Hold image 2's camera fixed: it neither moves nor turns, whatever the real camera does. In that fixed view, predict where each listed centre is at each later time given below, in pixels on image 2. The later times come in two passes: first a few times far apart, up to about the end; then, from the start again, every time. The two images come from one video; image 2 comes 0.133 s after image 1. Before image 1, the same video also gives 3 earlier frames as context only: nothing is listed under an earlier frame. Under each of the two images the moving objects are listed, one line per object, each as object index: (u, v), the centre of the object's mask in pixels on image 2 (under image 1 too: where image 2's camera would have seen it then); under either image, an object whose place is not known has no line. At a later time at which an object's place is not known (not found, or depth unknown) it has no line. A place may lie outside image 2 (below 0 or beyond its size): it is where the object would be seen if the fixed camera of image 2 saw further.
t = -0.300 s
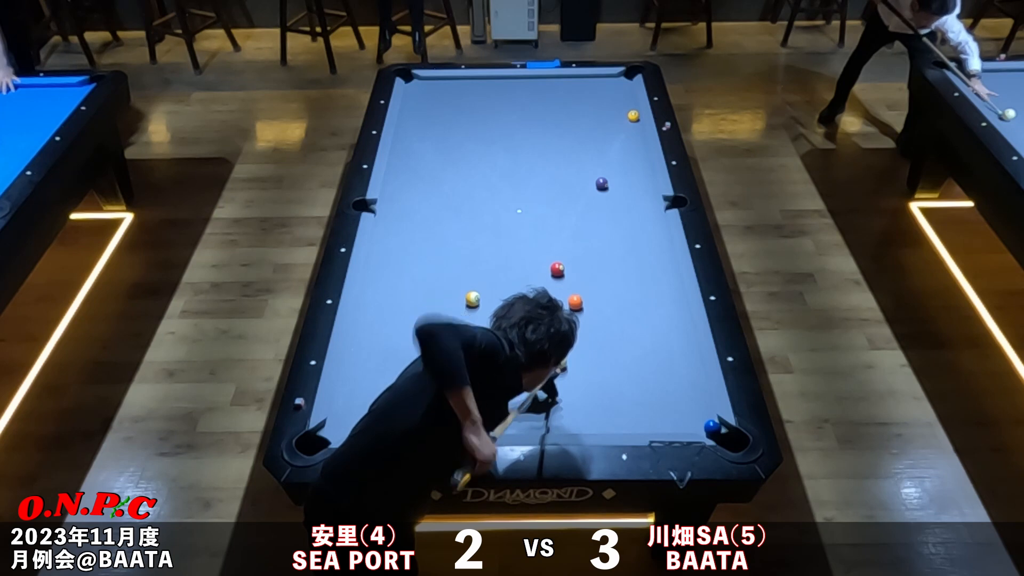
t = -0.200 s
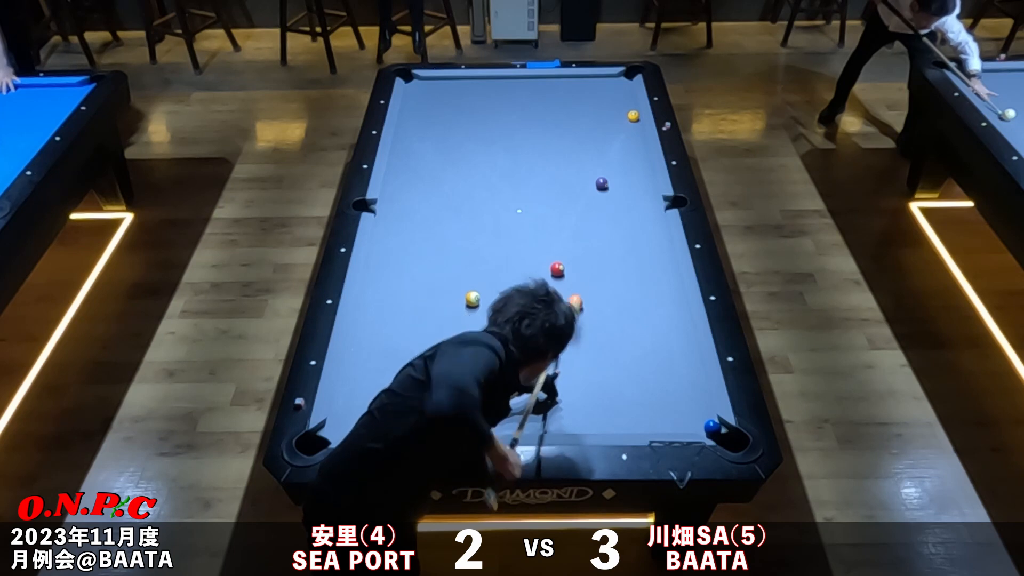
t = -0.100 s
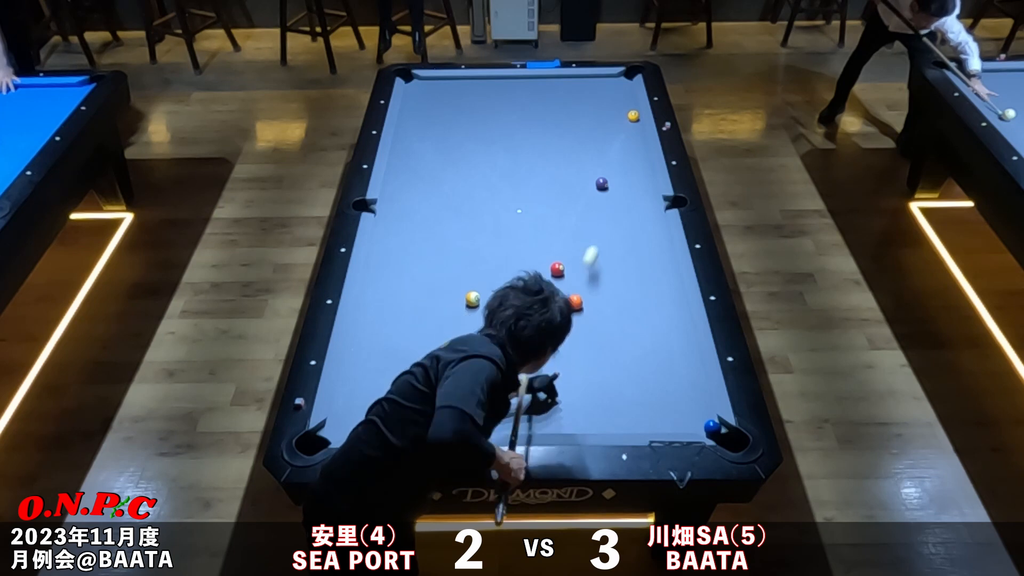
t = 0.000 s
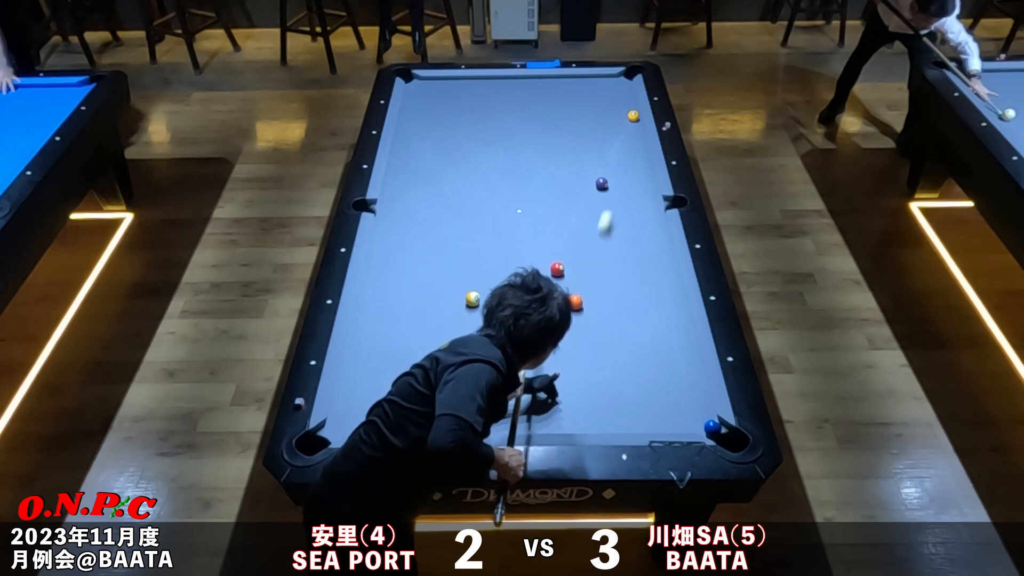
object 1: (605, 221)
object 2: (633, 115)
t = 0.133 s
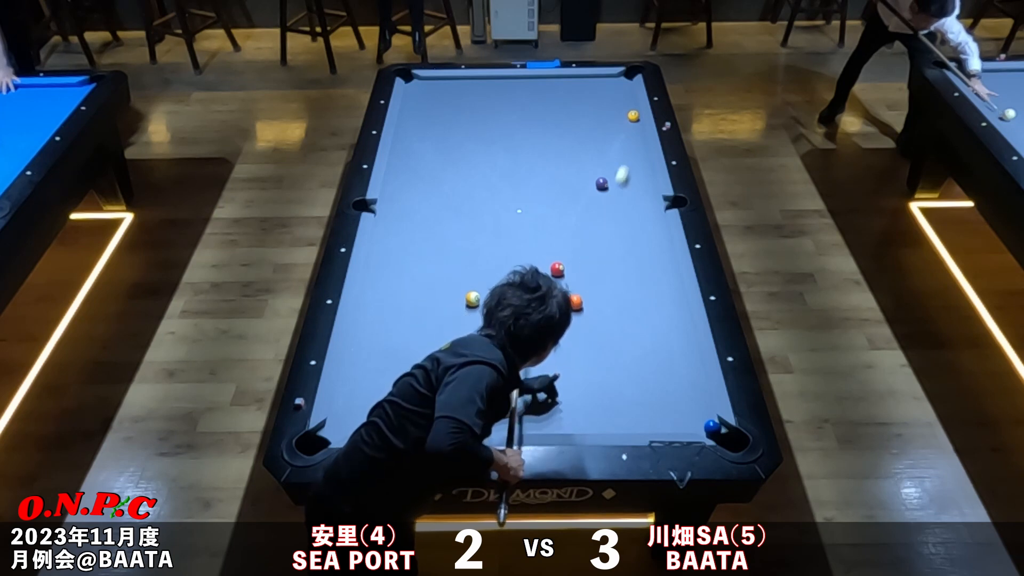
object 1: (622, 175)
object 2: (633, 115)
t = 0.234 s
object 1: (632, 146)
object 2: (633, 115)
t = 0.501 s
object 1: (612, 117)
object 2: (629, 94)
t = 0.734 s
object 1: (586, 106)
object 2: (623, 76)
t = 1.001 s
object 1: (559, 94)
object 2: (626, 76)
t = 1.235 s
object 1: (537, 84)
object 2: (623, 75)
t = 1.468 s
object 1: (517, 80)
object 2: (625, 76)
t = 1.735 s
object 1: (498, 86)
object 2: (626, 77)
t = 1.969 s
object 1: (481, 92)
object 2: (626, 77)
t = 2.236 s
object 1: (462, 98)
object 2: (626, 77)
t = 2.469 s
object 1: (447, 103)
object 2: (626, 77)
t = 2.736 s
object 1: (430, 109)
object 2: (626, 77)
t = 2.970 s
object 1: (415, 114)
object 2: (626, 77)
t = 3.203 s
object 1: (402, 118)
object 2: (626, 77)
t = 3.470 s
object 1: (409, 122)
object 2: (627, 77)
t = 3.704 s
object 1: (415, 124)
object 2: (627, 77)
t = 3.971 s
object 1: (421, 127)
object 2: (627, 77)
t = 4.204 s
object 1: (426, 129)
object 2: (626, 77)
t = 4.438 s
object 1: (430, 130)
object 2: (627, 77)
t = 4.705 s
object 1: (433, 132)
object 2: (627, 77)
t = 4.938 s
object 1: (436, 133)
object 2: (627, 77)
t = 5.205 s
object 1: (438, 134)
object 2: (627, 77)
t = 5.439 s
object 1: (439, 134)
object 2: (627, 77)
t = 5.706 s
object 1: (439, 135)
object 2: (627, 77)
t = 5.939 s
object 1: (439, 135)
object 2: (627, 77)
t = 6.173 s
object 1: (439, 135)
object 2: (627, 76)
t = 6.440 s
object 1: (439, 135)
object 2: (627, 76)
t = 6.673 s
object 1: (439, 135)
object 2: (627, 76)
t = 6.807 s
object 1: (439, 135)
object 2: (627, 76)
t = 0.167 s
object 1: (626, 164)
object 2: (633, 115)
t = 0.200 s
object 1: (629, 156)
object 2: (633, 115)
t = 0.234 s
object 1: (632, 146)
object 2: (633, 115)
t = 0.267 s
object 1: (635, 138)
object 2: (633, 115)
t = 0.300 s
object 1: (638, 130)
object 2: (633, 115)
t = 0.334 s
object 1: (635, 124)
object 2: (633, 114)
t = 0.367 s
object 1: (630, 121)
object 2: (634, 111)
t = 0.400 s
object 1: (625, 121)
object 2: (633, 106)
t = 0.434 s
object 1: (620, 120)
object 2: (633, 102)
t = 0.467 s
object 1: (616, 119)
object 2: (631, 98)
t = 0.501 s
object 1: (612, 117)
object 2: (629, 94)
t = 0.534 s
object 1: (608, 116)
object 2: (628, 91)
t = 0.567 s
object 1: (604, 114)
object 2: (626, 87)
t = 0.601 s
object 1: (600, 112)
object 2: (625, 84)
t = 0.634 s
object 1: (597, 111)
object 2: (624, 82)
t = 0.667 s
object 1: (593, 109)
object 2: (622, 78)
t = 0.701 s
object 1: (590, 107)
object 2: (621, 76)
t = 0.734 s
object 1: (586, 106)
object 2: (623, 76)
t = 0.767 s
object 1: (582, 104)
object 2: (626, 76)
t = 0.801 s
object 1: (579, 103)
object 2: (629, 77)
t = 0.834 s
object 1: (575, 101)
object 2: (630, 77)
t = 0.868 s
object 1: (572, 100)
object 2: (629, 77)
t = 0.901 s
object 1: (568, 98)
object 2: (629, 77)
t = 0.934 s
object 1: (565, 97)
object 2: (628, 76)
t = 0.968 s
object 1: (562, 95)
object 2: (627, 76)
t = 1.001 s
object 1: (559, 94)
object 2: (626, 76)
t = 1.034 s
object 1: (555, 92)
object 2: (625, 76)
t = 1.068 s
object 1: (552, 91)
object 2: (624, 75)
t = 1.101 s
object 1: (549, 89)
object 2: (623, 75)
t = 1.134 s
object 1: (546, 88)
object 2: (622, 75)
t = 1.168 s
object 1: (543, 86)
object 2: (623, 75)
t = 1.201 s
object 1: (540, 85)
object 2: (623, 75)
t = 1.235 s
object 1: (537, 84)
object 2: (623, 75)
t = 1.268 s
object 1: (534, 82)
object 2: (623, 75)
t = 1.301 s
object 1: (531, 81)
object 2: (623, 75)
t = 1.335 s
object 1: (528, 80)
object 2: (624, 76)
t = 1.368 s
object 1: (525, 79)
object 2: (624, 76)
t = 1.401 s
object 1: (522, 78)
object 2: (624, 76)
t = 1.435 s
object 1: (519, 79)
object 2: (624, 76)
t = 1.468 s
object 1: (517, 80)
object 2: (625, 76)
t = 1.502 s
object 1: (514, 80)
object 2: (625, 76)
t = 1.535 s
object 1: (512, 81)
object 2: (625, 76)
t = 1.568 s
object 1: (510, 82)
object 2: (625, 76)
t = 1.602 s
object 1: (507, 83)
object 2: (625, 76)
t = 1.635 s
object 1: (505, 84)
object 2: (625, 76)
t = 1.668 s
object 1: (502, 85)
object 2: (625, 76)
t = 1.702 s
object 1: (500, 85)
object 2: (626, 76)
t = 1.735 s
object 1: (498, 86)
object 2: (626, 77)
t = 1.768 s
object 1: (495, 87)
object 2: (626, 77)
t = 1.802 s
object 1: (493, 88)
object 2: (626, 77)
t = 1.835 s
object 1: (490, 89)
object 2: (626, 77)
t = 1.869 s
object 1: (488, 89)
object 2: (626, 77)
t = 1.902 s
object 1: (486, 90)
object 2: (626, 77)
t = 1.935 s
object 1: (483, 91)
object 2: (626, 77)
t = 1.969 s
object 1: (481, 92)
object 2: (626, 77)
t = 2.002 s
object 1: (479, 93)
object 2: (626, 77)
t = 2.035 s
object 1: (476, 93)
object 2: (626, 77)
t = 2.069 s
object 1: (474, 94)
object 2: (626, 77)
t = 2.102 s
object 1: (472, 95)
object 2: (626, 77)
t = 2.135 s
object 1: (469, 96)
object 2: (626, 77)
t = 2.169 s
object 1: (467, 96)
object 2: (626, 77)
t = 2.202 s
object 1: (465, 97)
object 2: (626, 77)
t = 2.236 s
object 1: (462, 98)
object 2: (626, 77)
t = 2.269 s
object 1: (460, 99)
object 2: (626, 77)
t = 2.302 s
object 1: (458, 99)
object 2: (626, 77)
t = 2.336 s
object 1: (456, 100)
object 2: (626, 77)
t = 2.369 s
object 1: (453, 101)
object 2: (626, 77)
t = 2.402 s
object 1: (451, 102)
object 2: (626, 77)
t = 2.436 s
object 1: (449, 102)
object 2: (626, 77)
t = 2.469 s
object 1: (447, 103)
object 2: (626, 77)
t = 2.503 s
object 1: (445, 104)
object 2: (626, 77)
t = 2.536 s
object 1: (442, 104)
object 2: (626, 77)
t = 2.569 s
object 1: (440, 105)
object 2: (626, 77)
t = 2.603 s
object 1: (438, 106)
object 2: (626, 77)
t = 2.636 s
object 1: (436, 107)
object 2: (626, 77)
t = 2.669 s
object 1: (434, 107)
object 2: (626, 77)
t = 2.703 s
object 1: (432, 108)
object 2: (626, 77)
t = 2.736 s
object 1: (430, 109)
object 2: (626, 77)
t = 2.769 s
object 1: (428, 109)
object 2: (626, 77)
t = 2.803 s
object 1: (426, 110)
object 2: (626, 77)
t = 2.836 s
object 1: (423, 111)
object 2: (626, 77)
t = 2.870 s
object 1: (421, 112)
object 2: (626, 77)
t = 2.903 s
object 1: (419, 112)
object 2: (626, 77)
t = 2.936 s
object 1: (417, 113)
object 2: (626, 77)
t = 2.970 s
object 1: (415, 114)
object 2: (626, 77)
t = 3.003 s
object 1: (413, 114)
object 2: (626, 77)
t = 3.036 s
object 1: (411, 115)
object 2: (626, 77)
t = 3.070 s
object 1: (409, 116)
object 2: (626, 77)
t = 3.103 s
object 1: (407, 116)
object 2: (626, 77)
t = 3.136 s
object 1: (405, 117)
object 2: (626, 77)
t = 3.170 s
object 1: (404, 118)
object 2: (626, 77)
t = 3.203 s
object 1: (402, 118)
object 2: (626, 77)
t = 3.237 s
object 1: (403, 119)
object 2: (626, 77)
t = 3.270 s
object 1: (404, 119)
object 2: (627, 77)
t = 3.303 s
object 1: (404, 120)
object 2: (627, 77)
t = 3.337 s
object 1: (405, 120)
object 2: (627, 77)
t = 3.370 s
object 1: (406, 120)
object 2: (627, 77)
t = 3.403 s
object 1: (407, 121)
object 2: (626, 77)
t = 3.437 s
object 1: (408, 121)
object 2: (627, 77)
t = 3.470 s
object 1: (409, 122)
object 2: (627, 77)
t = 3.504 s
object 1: (410, 122)
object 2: (627, 77)
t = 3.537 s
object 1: (411, 122)
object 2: (626, 77)
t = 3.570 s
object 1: (412, 123)
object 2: (627, 77)
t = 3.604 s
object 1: (412, 123)
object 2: (626, 77)
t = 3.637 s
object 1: (413, 123)
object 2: (627, 77)
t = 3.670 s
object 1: (414, 124)
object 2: (626, 77)
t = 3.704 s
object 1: (415, 124)
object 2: (627, 77)
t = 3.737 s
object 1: (416, 124)
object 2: (626, 77)
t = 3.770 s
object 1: (416, 125)
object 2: (627, 77)
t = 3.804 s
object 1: (417, 125)
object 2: (627, 77)
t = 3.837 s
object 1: (418, 125)
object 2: (627, 77)
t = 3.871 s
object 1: (419, 126)
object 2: (626, 77)
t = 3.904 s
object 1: (419, 126)
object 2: (627, 77)
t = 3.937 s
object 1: (420, 126)
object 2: (626, 77)
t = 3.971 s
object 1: (421, 127)
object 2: (627, 77)
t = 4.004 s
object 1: (422, 127)
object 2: (626, 77)
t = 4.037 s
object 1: (422, 127)
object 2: (626, 77)
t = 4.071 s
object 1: (423, 128)
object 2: (626, 77)
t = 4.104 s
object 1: (424, 128)
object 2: (627, 77)
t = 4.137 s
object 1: (424, 128)
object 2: (627, 77)
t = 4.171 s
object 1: (425, 128)
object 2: (627, 77)
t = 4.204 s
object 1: (426, 129)
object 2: (626, 77)
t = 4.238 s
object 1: (426, 129)
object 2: (626, 77)
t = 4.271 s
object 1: (427, 129)
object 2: (626, 77)
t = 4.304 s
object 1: (427, 129)
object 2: (626, 77)
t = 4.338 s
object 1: (428, 130)
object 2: (626, 77)
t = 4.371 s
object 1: (429, 130)
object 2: (627, 77)
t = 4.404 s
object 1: (429, 130)
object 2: (626, 77)
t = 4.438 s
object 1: (430, 130)
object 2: (627, 77)
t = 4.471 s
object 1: (430, 130)
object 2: (627, 77)
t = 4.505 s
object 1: (431, 131)
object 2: (627, 77)
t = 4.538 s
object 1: (431, 131)
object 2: (627, 77)
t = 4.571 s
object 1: (432, 131)
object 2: (627, 77)
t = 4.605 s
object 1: (432, 131)
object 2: (627, 77)
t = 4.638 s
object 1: (432, 131)
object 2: (627, 77)
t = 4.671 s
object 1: (433, 132)
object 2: (627, 77)
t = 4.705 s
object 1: (433, 132)
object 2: (627, 77)
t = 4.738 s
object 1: (434, 132)
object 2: (627, 77)
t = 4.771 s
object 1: (434, 132)
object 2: (627, 77)
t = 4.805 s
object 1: (434, 132)
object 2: (627, 77)
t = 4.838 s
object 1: (435, 133)
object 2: (627, 77)
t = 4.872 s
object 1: (435, 133)
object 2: (627, 77)
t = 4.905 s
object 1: (435, 133)
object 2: (627, 77)
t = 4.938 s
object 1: (436, 133)
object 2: (627, 77)
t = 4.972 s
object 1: (436, 133)
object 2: (627, 77)
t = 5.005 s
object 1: (436, 133)
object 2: (627, 77)
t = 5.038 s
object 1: (436, 133)
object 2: (627, 77)
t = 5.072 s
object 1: (437, 133)
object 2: (627, 77)
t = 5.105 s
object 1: (437, 133)
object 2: (627, 77)
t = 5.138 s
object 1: (437, 134)
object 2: (627, 77)
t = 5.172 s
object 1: (437, 134)
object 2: (627, 77)
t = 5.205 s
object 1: (438, 134)
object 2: (627, 77)
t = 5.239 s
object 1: (438, 134)
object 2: (627, 77)
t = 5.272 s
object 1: (438, 134)
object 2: (627, 77)
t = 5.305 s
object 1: (438, 134)
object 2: (627, 77)
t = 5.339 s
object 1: (438, 134)
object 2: (627, 77)
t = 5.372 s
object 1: (439, 134)
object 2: (627, 77)
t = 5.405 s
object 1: (439, 134)
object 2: (627, 77)
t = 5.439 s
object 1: (439, 134)
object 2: (627, 77)
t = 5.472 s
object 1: (439, 134)
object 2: (627, 77)
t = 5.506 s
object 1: (439, 134)
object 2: (627, 77)
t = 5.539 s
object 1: (439, 134)
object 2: (627, 77)
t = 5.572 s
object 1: (439, 134)
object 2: (627, 77)
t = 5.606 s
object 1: (439, 135)
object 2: (627, 77)
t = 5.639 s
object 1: (439, 135)
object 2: (627, 77)
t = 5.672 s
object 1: (439, 135)
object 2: (627, 77)
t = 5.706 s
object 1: (439, 135)
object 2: (627, 77)
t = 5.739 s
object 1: (439, 135)
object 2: (627, 77)
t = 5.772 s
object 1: (439, 135)
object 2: (627, 77)
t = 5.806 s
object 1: (439, 135)
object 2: (627, 77)
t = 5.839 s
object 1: (439, 135)
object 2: (627, 77)
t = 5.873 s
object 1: (439, 135)
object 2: (627, 77)
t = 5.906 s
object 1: (439, 135)
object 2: (627, 77)
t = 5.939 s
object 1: (439, 135)
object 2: (627, 77)
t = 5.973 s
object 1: (439, 135)
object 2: (627, 77)
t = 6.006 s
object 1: (439, 135)
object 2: (627, 77)
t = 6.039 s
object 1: (439, 135)
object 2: (627, 77)
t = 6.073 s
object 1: (439, 135)
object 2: (627, 77)
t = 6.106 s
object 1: (439, 135)
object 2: (627, 76)
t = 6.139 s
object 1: (439, 135)
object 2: (627, 76)
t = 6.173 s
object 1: (439, 135)
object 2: (627, 76)
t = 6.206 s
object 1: (439, 135)
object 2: (627, 76)
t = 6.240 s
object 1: (439, 135)
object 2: (627, 76)
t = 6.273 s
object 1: (439, 135)
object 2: (627, 76)
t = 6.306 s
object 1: (439, 135)
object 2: (627, 76)
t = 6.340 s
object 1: (439, 135)
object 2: (627, 76)
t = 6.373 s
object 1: (439, 135)
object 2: (627, 76)
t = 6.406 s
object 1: (439, 135)
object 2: (627, 76)
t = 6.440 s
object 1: (439, 135)
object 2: (627, 76)
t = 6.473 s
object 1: (439, 135)
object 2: (627, 76)
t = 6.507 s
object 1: (439, 135)
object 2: (627, 76)
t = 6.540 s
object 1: (439, 135)
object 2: (627, 76)
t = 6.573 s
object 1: (439, 135)
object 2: (627, 76)
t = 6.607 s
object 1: (439, 135)
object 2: (627, 76)
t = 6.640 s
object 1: (439, 135)
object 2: (627, 76)
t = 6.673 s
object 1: (439, 135)
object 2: (627, 76)
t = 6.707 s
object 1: (439, 135)
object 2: (627, 76)
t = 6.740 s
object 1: (439, 135)
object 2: (627, 76)
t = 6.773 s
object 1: (439, 135)
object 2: (627, 76)
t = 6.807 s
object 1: (439, 135)
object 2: (627, 76)
